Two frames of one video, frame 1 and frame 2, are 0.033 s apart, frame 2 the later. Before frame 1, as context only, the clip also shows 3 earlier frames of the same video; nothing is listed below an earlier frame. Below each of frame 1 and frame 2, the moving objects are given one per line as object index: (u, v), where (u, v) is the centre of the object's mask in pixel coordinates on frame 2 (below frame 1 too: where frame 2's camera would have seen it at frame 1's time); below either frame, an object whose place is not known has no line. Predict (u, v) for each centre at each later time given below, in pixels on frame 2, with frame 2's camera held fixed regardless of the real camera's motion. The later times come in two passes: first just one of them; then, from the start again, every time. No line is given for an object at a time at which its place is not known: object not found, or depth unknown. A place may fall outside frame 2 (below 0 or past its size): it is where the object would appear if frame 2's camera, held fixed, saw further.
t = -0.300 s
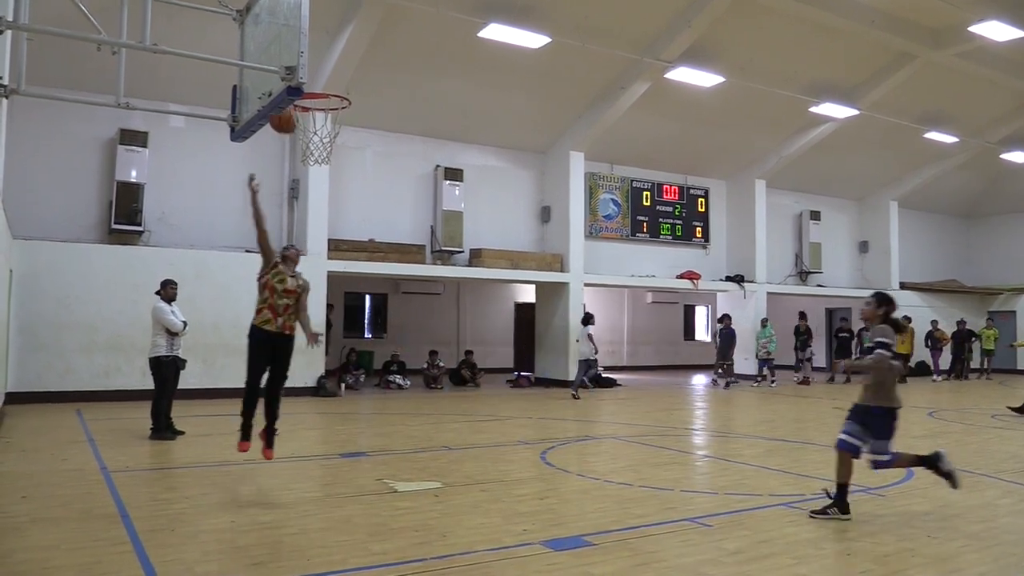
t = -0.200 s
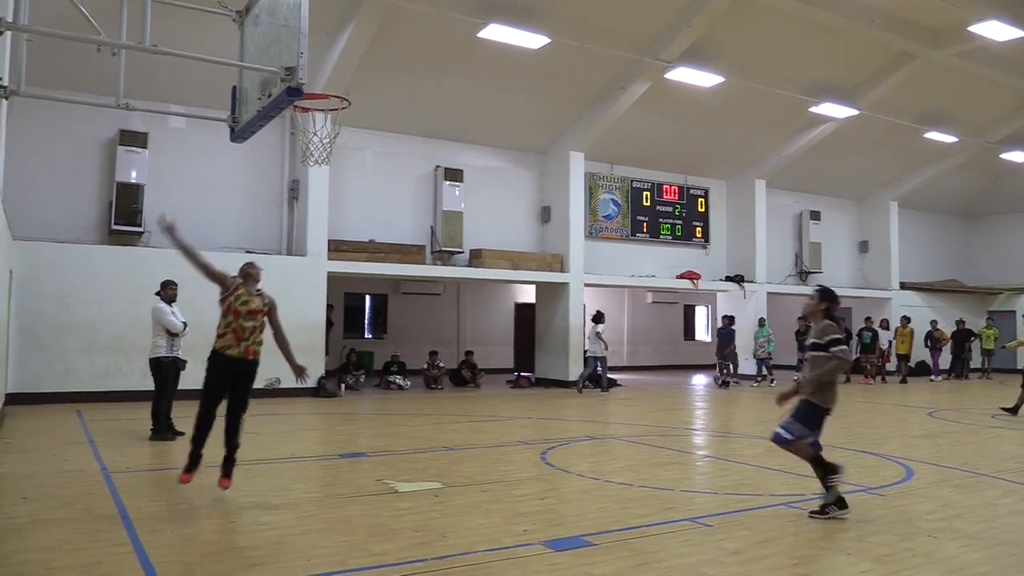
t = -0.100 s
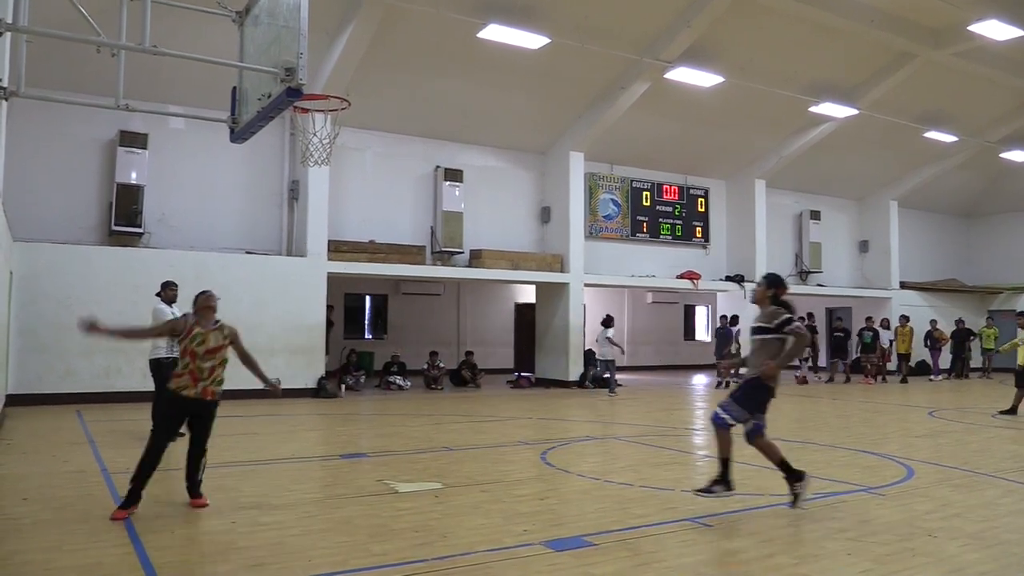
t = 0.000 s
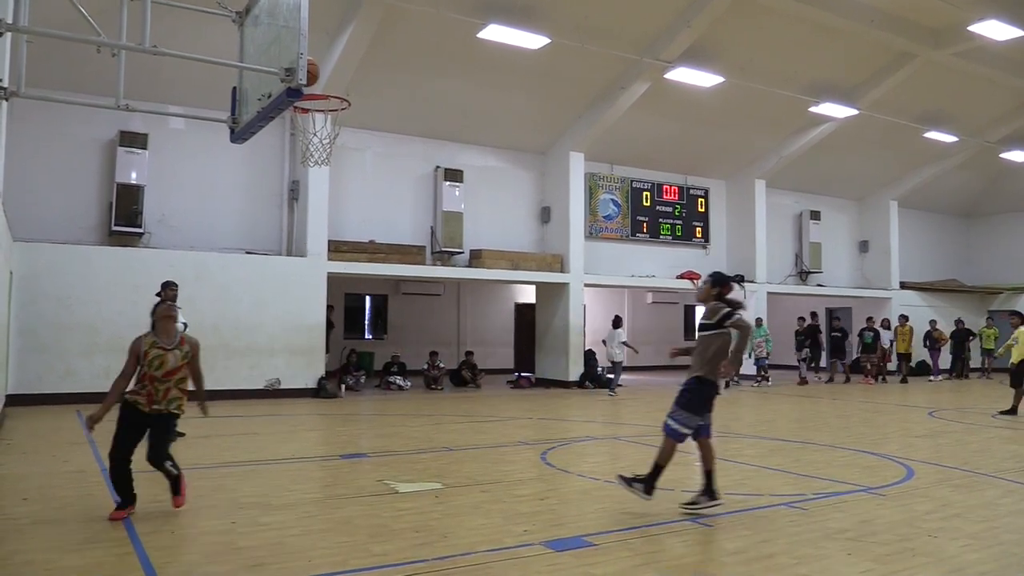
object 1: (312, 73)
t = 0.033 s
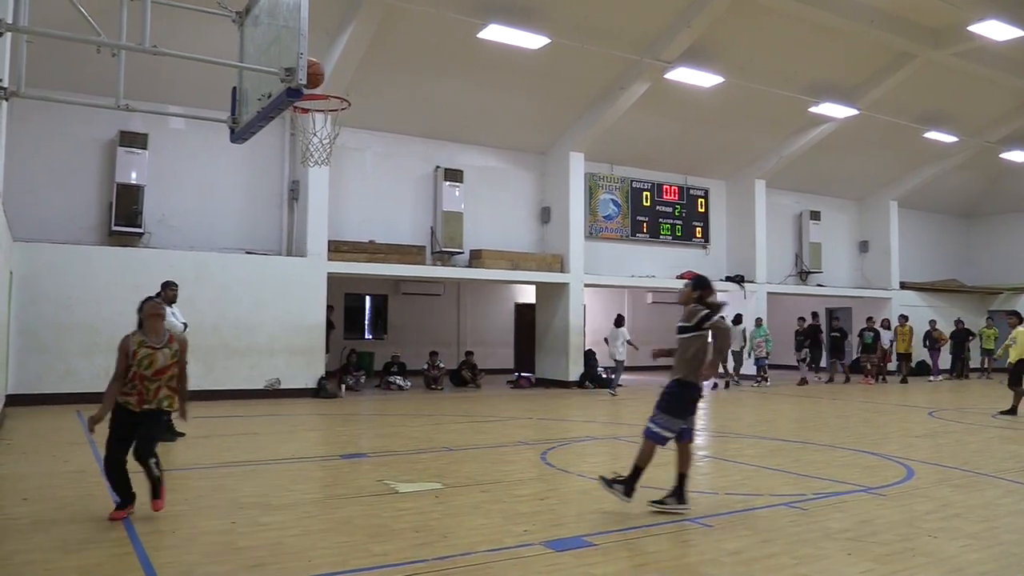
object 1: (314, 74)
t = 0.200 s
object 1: (333, 104)
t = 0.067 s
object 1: (317, 77)
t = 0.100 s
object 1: (320, 80)
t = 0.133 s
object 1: (324, 85)
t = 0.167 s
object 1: (330, 95)
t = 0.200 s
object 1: (333, 104)
